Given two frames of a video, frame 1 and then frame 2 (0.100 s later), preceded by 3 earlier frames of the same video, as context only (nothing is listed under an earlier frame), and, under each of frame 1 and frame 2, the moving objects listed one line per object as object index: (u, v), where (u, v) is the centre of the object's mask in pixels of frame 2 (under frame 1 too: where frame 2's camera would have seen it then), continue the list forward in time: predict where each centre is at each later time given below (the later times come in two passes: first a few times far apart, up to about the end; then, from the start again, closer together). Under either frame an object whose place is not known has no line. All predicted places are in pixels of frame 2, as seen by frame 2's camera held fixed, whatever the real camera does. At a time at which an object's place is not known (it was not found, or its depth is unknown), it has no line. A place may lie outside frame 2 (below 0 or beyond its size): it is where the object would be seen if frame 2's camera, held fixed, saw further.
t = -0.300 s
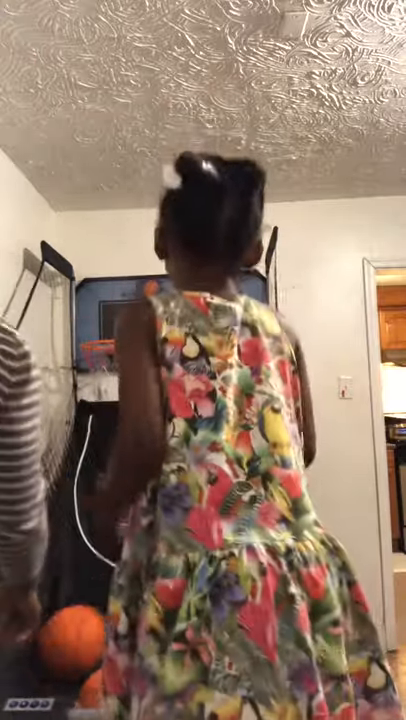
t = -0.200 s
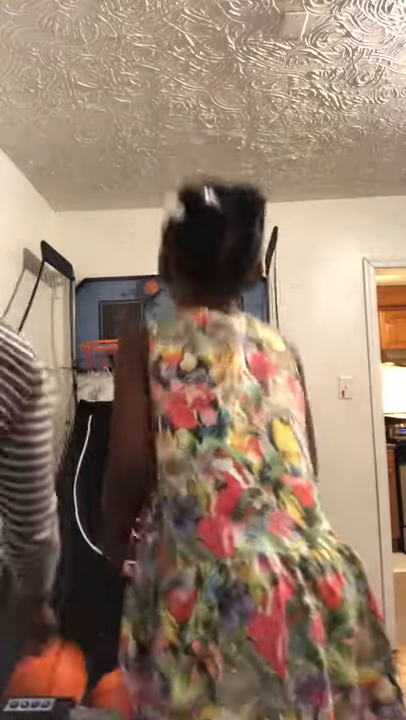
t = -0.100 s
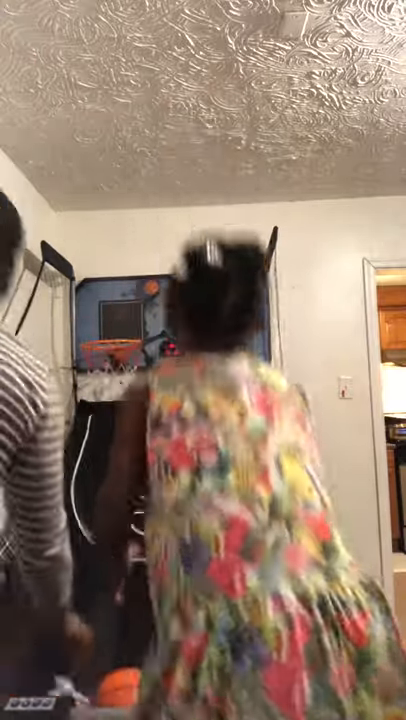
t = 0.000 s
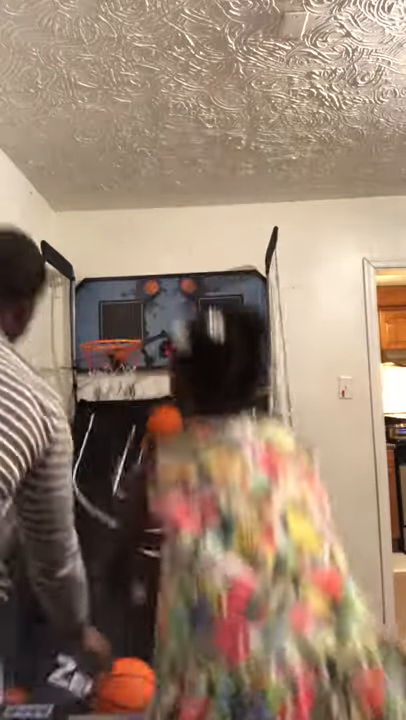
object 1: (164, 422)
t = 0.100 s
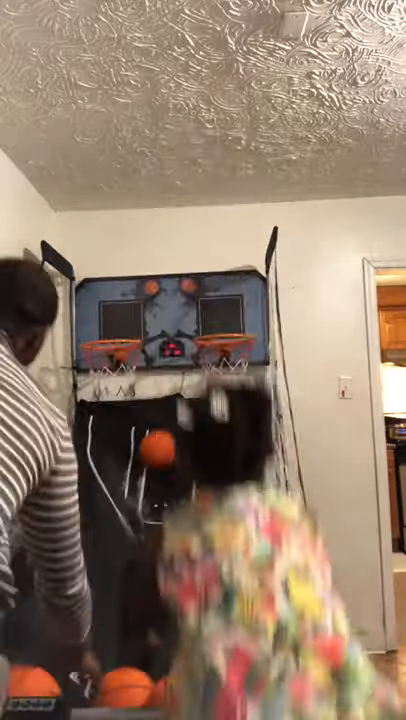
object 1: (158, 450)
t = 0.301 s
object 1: (138, 507)
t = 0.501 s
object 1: (107, 603)
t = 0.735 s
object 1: (29, 678)
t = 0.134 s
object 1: (156, 456)
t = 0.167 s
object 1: (153, 464)
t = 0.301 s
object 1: (138, 507)
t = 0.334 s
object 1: (134, 519)
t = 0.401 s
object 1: (122, 545)
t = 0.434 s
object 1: (116, 561)
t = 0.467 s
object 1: (112, 581)
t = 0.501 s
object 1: (107, 603)
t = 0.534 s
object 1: (100, 630)
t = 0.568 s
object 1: (90, 646)
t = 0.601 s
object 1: (79, 650)
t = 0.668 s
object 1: (56, 668)
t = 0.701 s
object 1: (40, 672)
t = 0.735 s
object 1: (29, 678)
